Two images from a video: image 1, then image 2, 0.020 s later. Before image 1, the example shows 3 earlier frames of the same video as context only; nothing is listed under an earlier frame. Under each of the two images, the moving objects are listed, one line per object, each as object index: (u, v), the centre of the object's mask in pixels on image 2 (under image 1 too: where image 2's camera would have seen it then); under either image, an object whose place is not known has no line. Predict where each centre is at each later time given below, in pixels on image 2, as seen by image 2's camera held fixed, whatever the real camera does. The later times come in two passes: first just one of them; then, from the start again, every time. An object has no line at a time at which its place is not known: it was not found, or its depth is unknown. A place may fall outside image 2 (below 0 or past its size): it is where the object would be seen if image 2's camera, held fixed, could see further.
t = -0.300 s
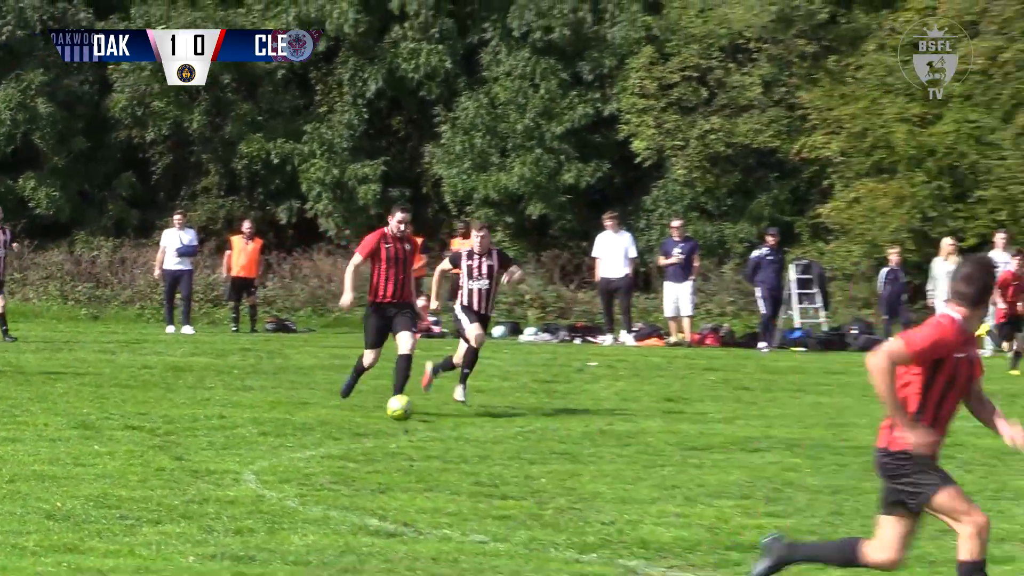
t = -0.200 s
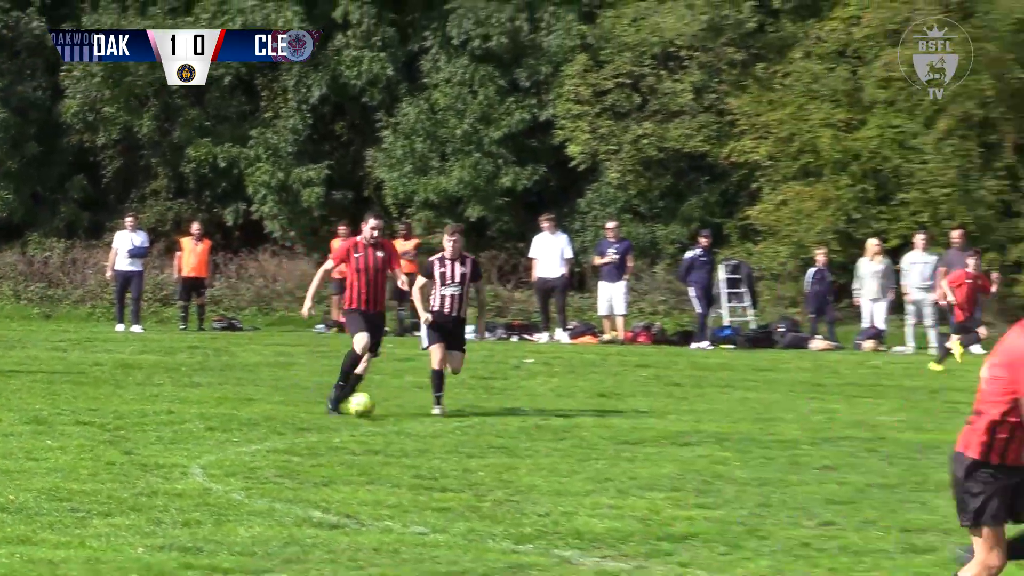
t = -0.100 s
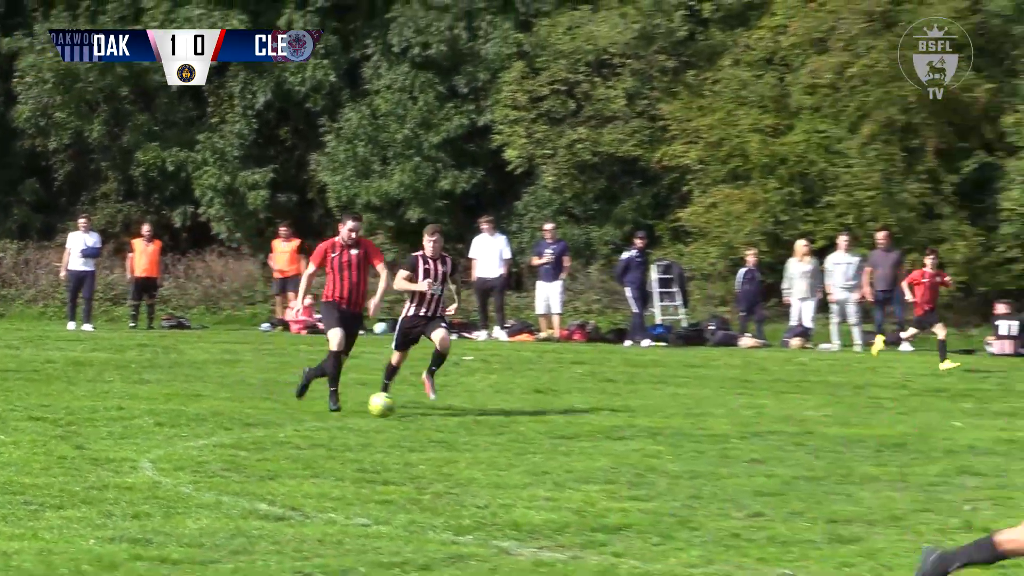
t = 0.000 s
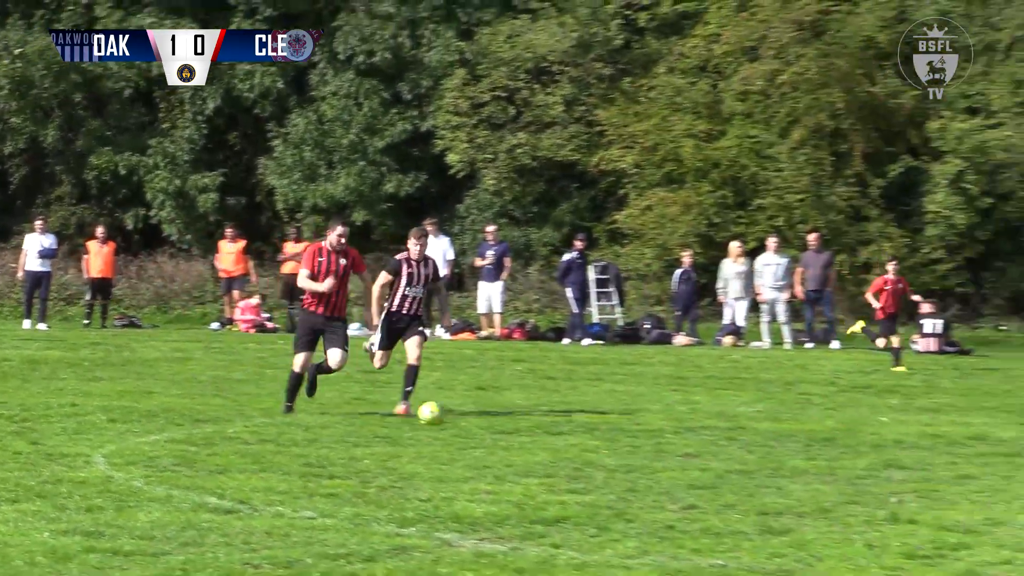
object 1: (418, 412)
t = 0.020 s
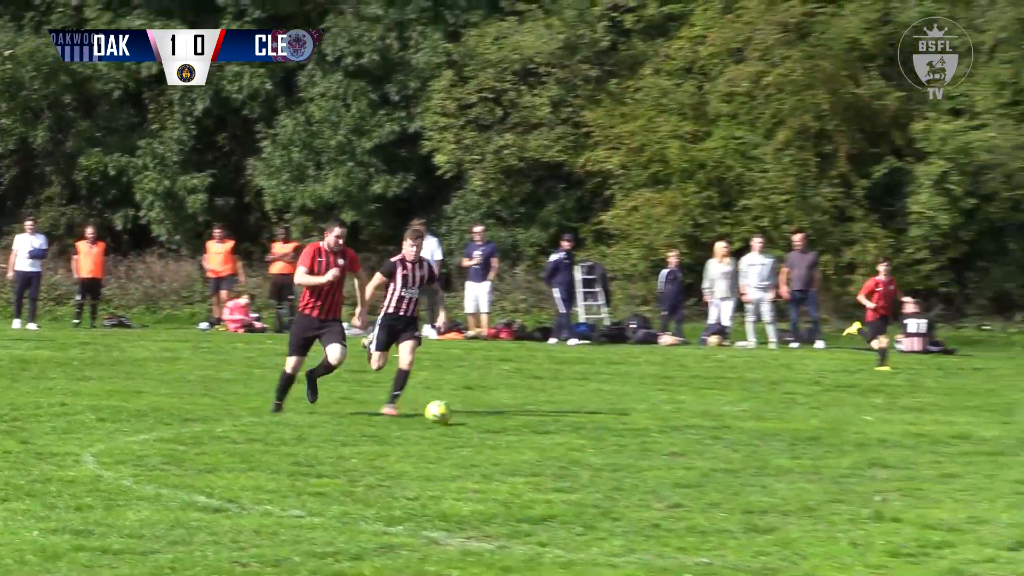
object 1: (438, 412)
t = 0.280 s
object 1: (709, 437)
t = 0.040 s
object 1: (458, 412)
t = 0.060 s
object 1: (478, 411)
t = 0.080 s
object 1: (497, 412)
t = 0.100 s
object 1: (518, 412)
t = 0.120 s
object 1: (538, 414)
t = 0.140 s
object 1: (559, 416)
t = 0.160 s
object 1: (580, 419)
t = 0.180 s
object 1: (601, 422)
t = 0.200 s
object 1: (623, 425)
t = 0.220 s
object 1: (644, 429)
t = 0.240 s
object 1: (666, 433)
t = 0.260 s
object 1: (688, 436)
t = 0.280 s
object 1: (709, 437)
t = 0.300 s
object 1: (729, 435)
